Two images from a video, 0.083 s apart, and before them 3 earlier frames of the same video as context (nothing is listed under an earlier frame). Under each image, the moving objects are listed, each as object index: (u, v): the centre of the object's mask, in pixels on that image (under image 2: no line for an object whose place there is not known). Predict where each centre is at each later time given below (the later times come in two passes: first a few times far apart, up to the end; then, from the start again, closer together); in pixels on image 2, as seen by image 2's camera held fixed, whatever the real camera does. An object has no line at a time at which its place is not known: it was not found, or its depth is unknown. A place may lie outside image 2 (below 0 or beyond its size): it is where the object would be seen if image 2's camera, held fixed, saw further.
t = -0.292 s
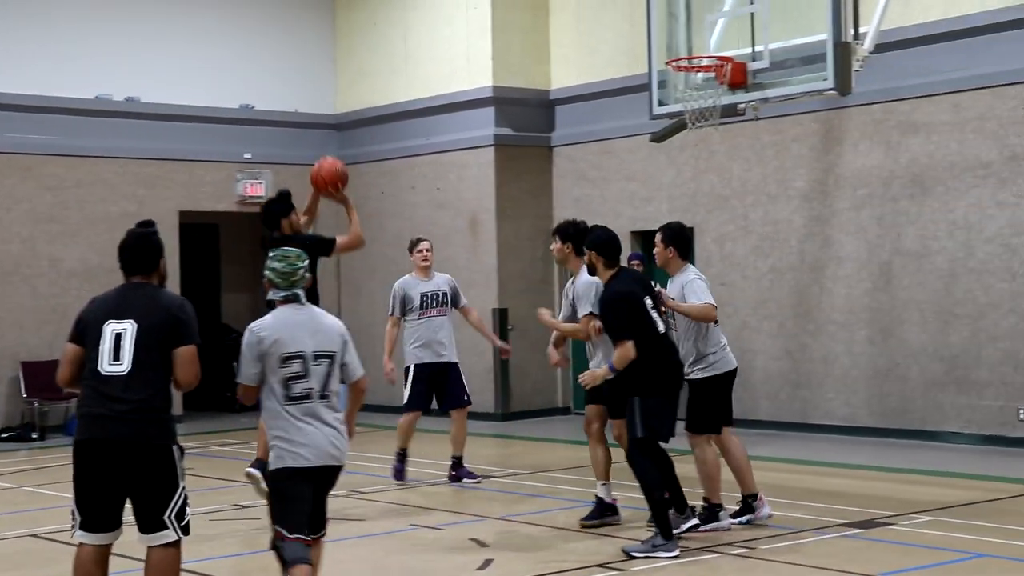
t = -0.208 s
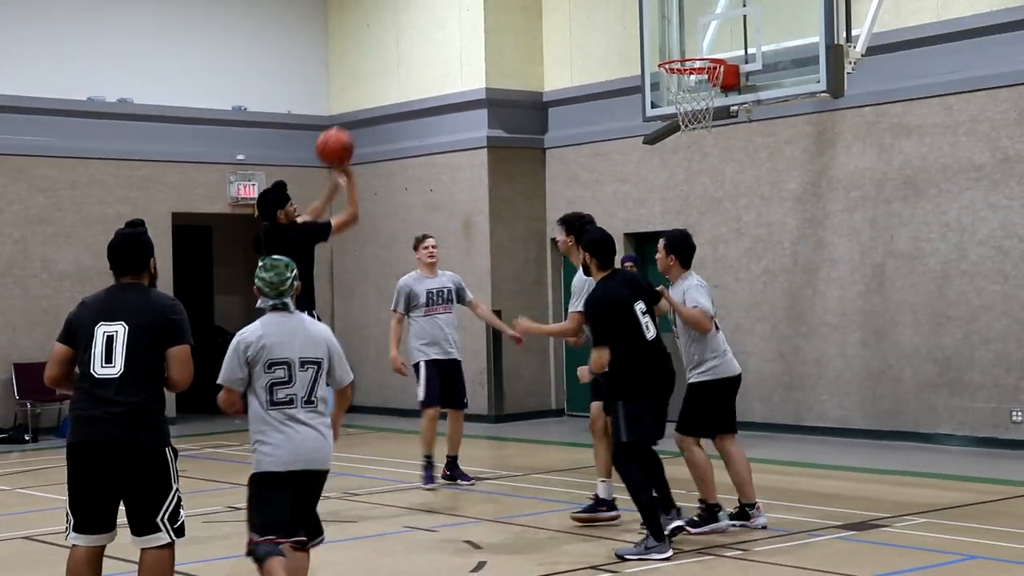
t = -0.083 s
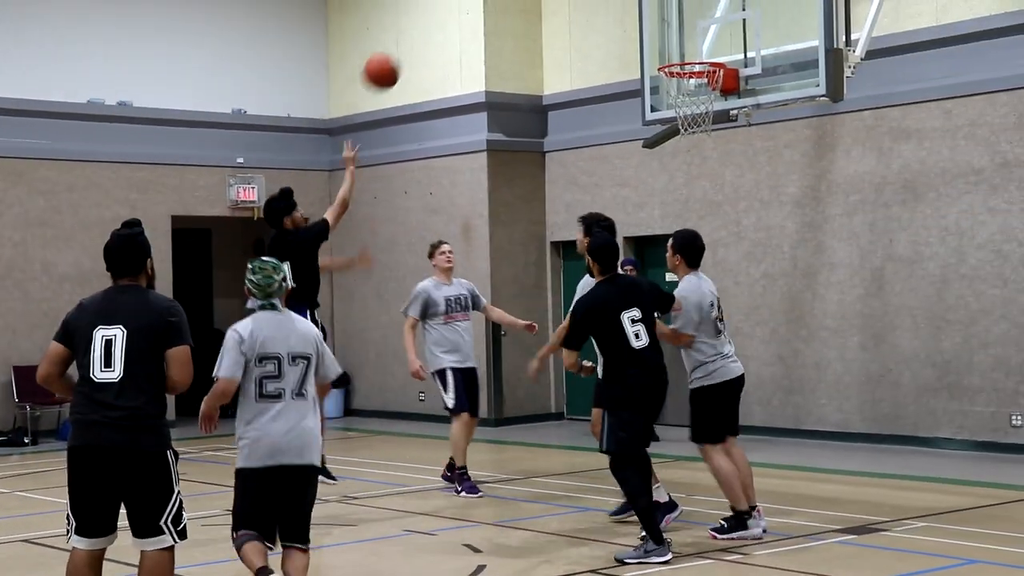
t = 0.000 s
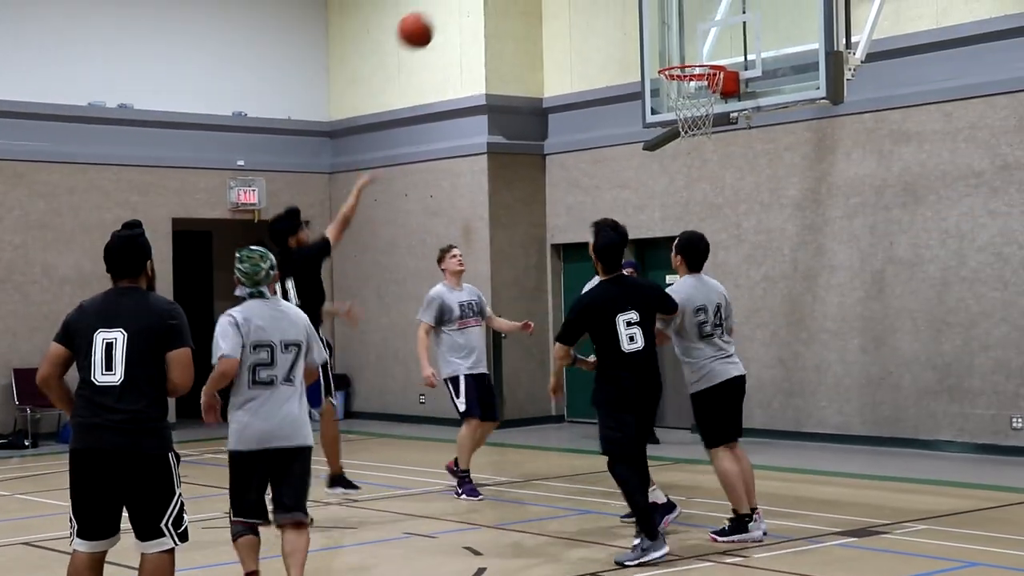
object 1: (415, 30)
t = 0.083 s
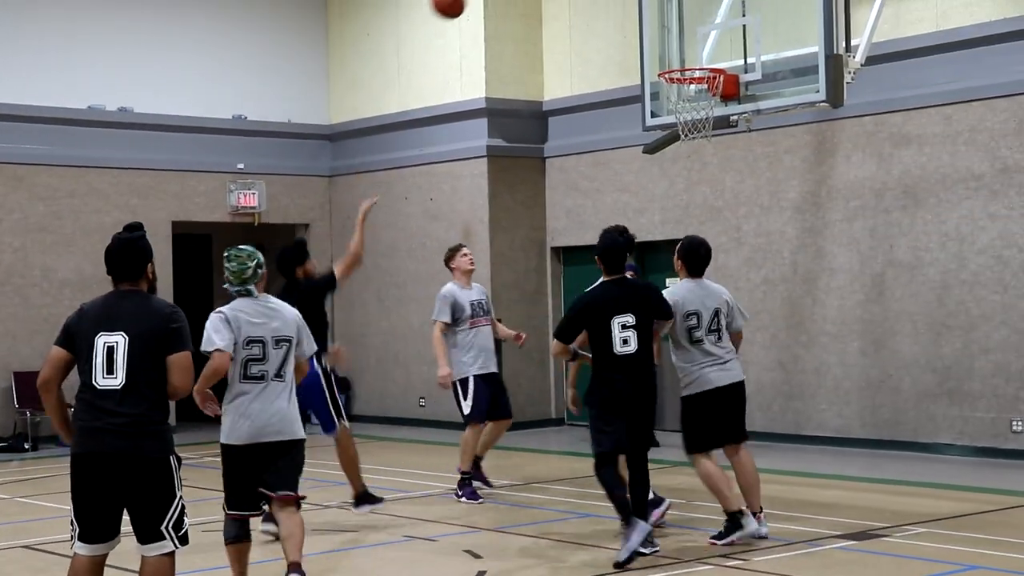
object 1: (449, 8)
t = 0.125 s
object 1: (466, 2)
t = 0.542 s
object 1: (620, 5)
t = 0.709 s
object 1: (673, 54)
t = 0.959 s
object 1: (719, 46)
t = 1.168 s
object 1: (719, 33)
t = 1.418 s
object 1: (697, 57)
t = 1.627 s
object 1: (680, 95)
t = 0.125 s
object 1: (466, 2)
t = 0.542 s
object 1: (620, 5)
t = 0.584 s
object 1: (635, 19)
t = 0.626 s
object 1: (650, 37)
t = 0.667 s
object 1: (664, 56)
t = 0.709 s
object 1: (673, 54)
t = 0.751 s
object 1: (682, 51)
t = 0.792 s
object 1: (691, 51)
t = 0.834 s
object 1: (700, 52)
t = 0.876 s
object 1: (709, 55)
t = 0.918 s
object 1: (715, 54)
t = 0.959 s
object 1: (719, 46)
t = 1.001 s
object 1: (723, 40)
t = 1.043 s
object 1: (724, 36)
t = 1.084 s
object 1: (722, 32)
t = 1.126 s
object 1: (720, 32)
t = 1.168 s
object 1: (719, 33)
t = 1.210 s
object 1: (717, 37)
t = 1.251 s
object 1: (716, 43)
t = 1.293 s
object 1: (714, 51)
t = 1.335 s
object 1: (712, 56)
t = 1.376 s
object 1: (705, 56)
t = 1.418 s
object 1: (697, 57)
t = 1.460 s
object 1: (690, 59)
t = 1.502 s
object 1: (682, 72)
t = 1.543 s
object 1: (677, 80)
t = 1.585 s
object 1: (678, 86)
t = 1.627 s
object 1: (680, 95)
